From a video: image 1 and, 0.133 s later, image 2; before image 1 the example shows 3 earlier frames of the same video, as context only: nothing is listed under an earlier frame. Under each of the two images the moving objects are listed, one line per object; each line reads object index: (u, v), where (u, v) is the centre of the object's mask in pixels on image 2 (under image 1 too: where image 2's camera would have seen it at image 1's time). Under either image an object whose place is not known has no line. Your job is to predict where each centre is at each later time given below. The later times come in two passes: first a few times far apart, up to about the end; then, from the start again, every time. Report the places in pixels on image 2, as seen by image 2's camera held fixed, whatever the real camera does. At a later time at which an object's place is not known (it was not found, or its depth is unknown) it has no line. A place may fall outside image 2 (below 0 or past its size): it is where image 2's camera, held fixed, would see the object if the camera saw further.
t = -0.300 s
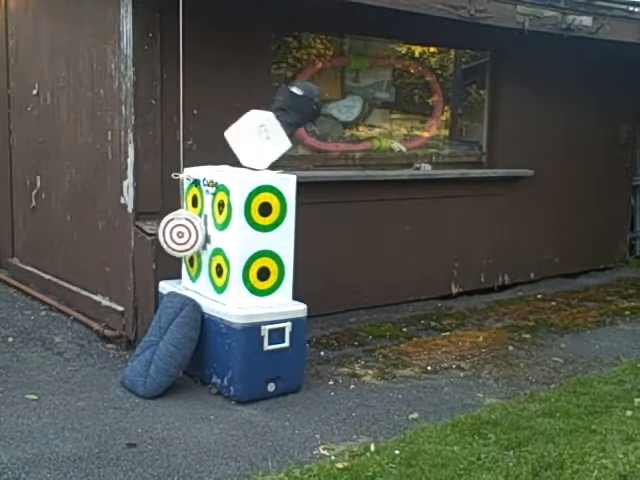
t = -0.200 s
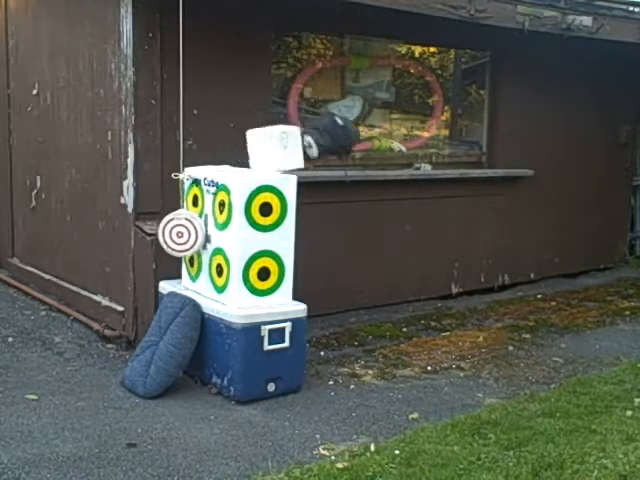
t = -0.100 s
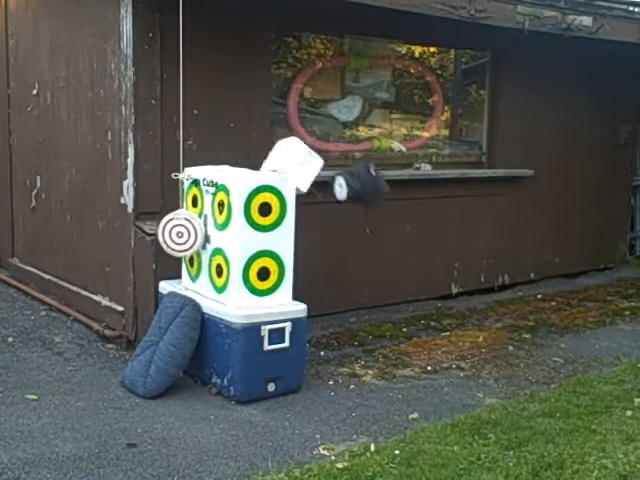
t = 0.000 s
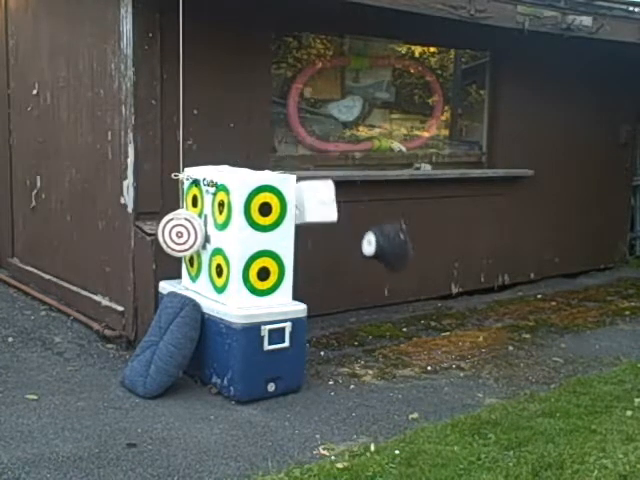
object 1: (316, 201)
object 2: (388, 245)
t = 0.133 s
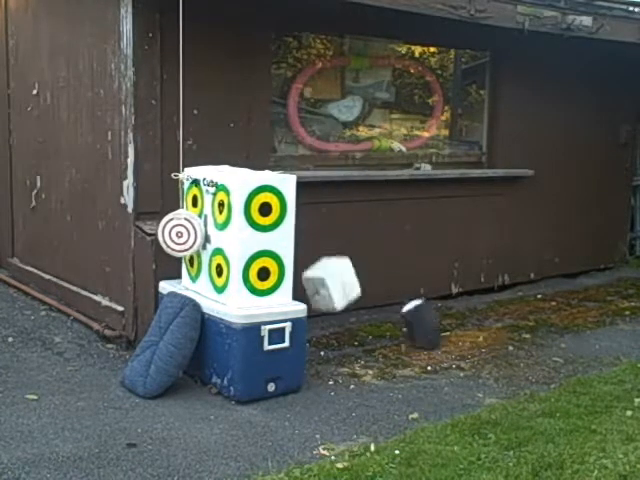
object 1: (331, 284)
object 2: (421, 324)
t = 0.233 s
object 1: (341, 340)
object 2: (443, 313)
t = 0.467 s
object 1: (327, 347)
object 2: (471, 301)
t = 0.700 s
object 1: (337, 357)
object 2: (474, 303)
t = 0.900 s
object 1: (358, 363)
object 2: (465, 305)
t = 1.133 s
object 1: (380, 365)
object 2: (461, 306)
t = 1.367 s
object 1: (388, 379)
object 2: (464, 308)
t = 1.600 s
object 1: (373, 382)
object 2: (464, 308)
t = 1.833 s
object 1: (385, 386)
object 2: (463, 308)
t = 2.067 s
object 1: (384, 386)
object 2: (463, 309)
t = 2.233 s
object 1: (383, 386)
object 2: (463, 309)
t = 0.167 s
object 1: (335, 309)
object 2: (430, 321)
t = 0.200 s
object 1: (340, 335)
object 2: (435, 316)
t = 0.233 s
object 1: (341, 340)
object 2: (443, 313)
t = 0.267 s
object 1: (341, 335)
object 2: (448, 311)
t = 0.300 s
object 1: (337, 332)
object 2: (453, 310)
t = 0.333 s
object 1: (335, 331)
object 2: (457, 312)
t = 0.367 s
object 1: (333, 331)
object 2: (462, 308)
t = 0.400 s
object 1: (330, 334)
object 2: (466, 301)
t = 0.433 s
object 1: (327, 339)
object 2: (468, 302)
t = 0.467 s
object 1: (327, 347)
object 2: (471, 301)
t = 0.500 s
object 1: (326, 354)
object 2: (476, 301)
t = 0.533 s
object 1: (325, 357)
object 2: (478, 304)
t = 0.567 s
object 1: (327, 355)
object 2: (478, 303)
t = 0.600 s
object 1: (328, 354)
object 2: (476, 304)
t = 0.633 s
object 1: (330, 354)
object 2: (476, 304)
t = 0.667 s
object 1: (334, 355)
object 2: (475, 303)
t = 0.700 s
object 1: (337, 357)
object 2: (474, 303)
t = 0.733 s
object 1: (341, 356)
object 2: (472, 305)
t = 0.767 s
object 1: (345, 356)
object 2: (471, 305)
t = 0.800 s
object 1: (348, 357)
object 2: (470, 304)
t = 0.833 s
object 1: (352, 359)
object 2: (469, 304)
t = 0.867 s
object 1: (355, 363)
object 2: (466, 305)
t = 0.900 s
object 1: (358, 363)
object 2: (465, 305)
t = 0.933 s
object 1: (361, 362)
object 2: (464, 305)
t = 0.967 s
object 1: (365, 362)
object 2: (463, 305)
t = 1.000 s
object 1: (368, 362)
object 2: (462, 305)
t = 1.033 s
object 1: (371, 362)
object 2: (461, 305)
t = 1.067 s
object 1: (374, 363)
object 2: (461, 306)
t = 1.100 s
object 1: (377, 364)
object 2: (461, 306)
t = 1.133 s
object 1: (380, 365)
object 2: (461, 306)
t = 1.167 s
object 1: (382, 367)
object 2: (462, 307)
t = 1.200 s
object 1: (383, 368)
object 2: (463, 307)
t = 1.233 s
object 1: (385, 371)
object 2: (463, 308)
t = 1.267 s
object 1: (387, 373)
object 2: (463, 308)
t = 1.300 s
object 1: (388, 374)
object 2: (464, 308)
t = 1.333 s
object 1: (388, 376)
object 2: (464, 308)
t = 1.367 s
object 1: (388, 379)
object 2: (464, 308)
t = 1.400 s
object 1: (387, 382)
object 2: (464, 308)
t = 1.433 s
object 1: (385, 385)
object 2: (464, 308)
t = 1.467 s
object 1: (383, 386)
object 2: (464, 308)
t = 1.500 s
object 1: (379, 386)
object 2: (464, 308)
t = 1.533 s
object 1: (376, 384)
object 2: (464, 308)
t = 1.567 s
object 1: (374, 383)
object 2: (464, 308)
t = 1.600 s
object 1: (373, 382)
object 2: (464, 308)
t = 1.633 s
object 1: (373, 381)
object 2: (463, 308)
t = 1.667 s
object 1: (374, 380)
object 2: (463, 308)
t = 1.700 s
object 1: (376, 380)
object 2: (463, 308)
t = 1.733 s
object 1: (378, 381)
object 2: (463, 308)
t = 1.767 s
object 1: (381, 383)
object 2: (463, 308)
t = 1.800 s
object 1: (384, 385)
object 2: (463, 308)
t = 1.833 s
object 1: (385, 386)
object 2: (463, 308)
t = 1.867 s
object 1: (384, 386)
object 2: (463, 309)
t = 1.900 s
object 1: (383, 386)
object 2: (463, 308)
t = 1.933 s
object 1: (383, 386)
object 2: (463, 309)
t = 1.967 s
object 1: (383, 386)
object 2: (463, 309)
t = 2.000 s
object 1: (383, 386)
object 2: (463, 309)
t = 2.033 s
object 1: (383, 386)
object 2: (463, 309)
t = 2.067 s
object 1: (384, 386)
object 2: (463, 309)
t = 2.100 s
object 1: (384, 386)
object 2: (463, 309)
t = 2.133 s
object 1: (384, 386)
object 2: (463, 309)
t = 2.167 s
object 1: (384, 386)
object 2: (463, 309)
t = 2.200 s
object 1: (384, 386)
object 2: (463, 309)
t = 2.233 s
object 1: (383, 386)
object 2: (463, 309)
